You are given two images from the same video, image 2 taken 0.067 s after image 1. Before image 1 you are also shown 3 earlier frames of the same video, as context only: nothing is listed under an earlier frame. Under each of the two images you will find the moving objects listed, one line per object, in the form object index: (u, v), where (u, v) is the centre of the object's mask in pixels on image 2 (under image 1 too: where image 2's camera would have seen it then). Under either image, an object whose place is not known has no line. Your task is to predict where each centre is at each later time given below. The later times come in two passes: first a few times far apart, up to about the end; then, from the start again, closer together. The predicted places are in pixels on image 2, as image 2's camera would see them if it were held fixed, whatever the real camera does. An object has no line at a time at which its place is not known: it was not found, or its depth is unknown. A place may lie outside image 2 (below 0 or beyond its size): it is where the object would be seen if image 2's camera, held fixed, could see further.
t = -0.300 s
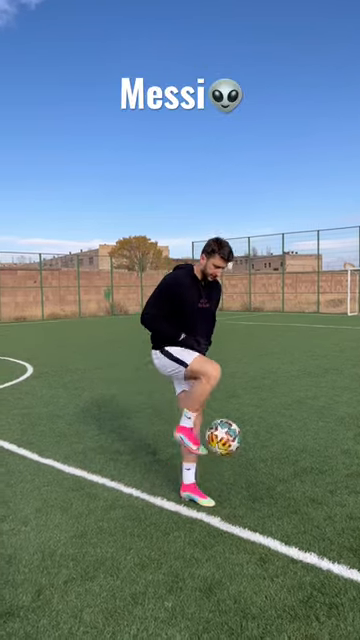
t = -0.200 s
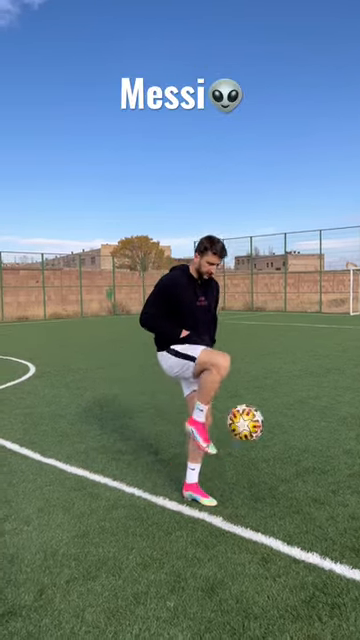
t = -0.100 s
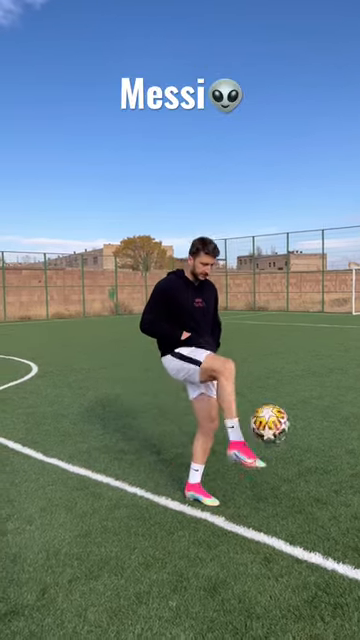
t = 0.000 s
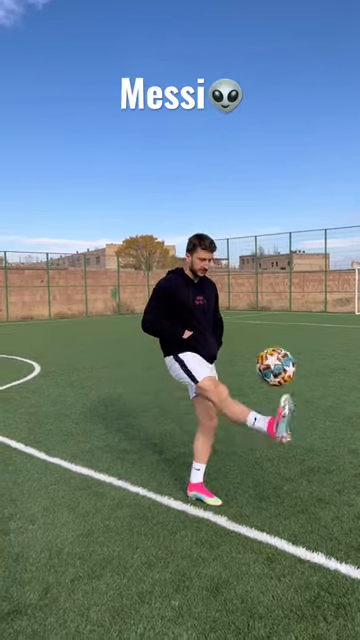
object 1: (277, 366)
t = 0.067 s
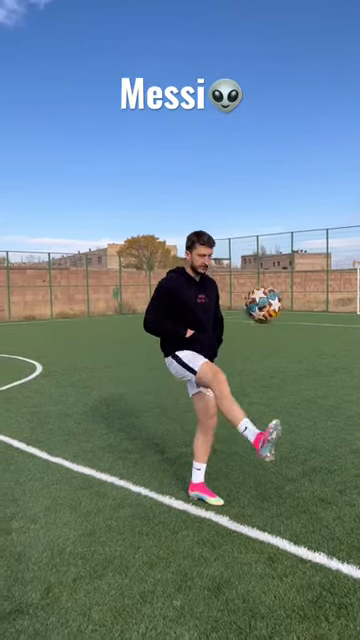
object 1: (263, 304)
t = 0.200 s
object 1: (236, 209)
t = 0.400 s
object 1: (201, 133)
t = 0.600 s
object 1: (172, 129)
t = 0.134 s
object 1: (249, 252)
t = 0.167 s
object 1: (243, 229)
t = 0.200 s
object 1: (236, 209)
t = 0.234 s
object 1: (230, 191)
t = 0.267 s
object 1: (224, 175)
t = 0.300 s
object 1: (218, 162)
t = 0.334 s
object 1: (212, 150)
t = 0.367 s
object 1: (206, 141)
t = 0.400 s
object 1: (201, 133)
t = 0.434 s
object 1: (195, 129)
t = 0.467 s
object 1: (190, 125)
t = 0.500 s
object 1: (185, 124)
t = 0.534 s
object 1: (181, 124)
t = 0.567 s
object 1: (177, 125)
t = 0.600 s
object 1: (172, 129)
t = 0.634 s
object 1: (167, 134)
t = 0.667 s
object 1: (163, 140)
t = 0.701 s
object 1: (158, 149)
